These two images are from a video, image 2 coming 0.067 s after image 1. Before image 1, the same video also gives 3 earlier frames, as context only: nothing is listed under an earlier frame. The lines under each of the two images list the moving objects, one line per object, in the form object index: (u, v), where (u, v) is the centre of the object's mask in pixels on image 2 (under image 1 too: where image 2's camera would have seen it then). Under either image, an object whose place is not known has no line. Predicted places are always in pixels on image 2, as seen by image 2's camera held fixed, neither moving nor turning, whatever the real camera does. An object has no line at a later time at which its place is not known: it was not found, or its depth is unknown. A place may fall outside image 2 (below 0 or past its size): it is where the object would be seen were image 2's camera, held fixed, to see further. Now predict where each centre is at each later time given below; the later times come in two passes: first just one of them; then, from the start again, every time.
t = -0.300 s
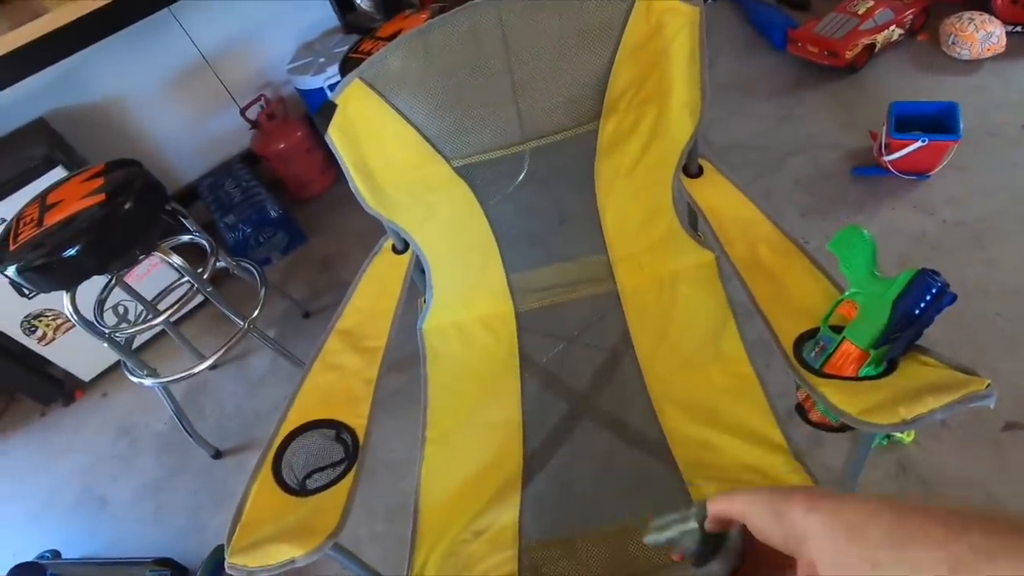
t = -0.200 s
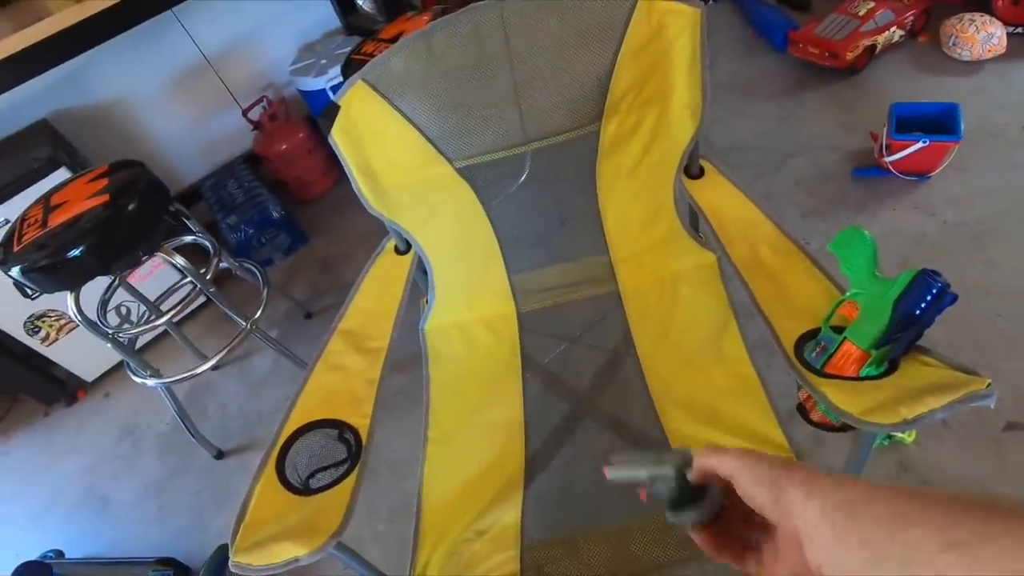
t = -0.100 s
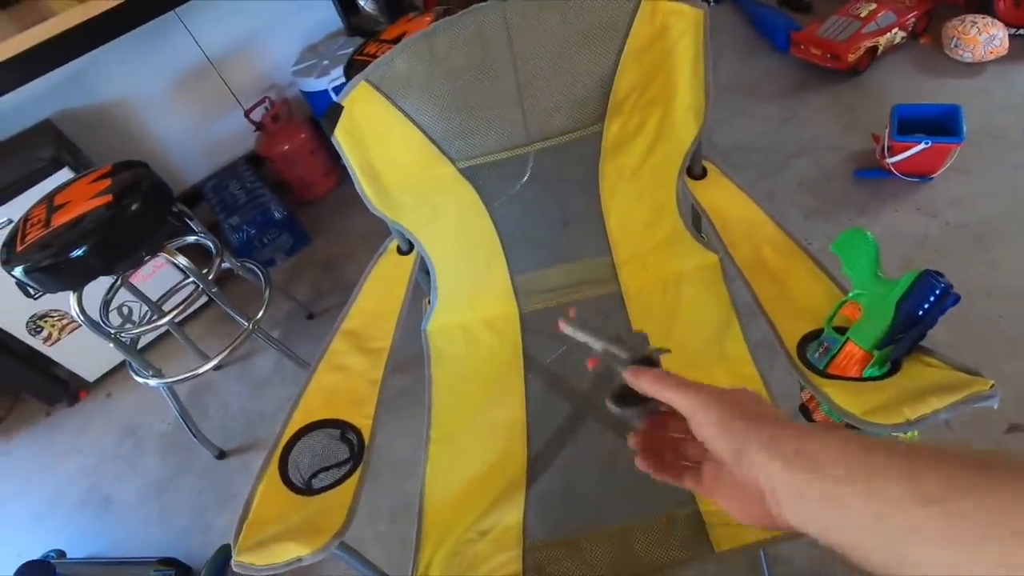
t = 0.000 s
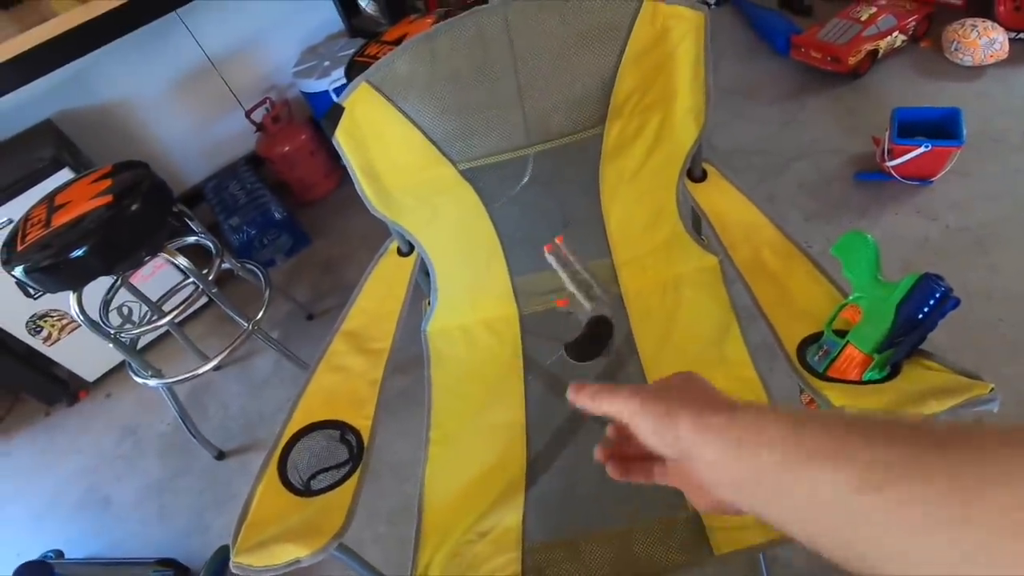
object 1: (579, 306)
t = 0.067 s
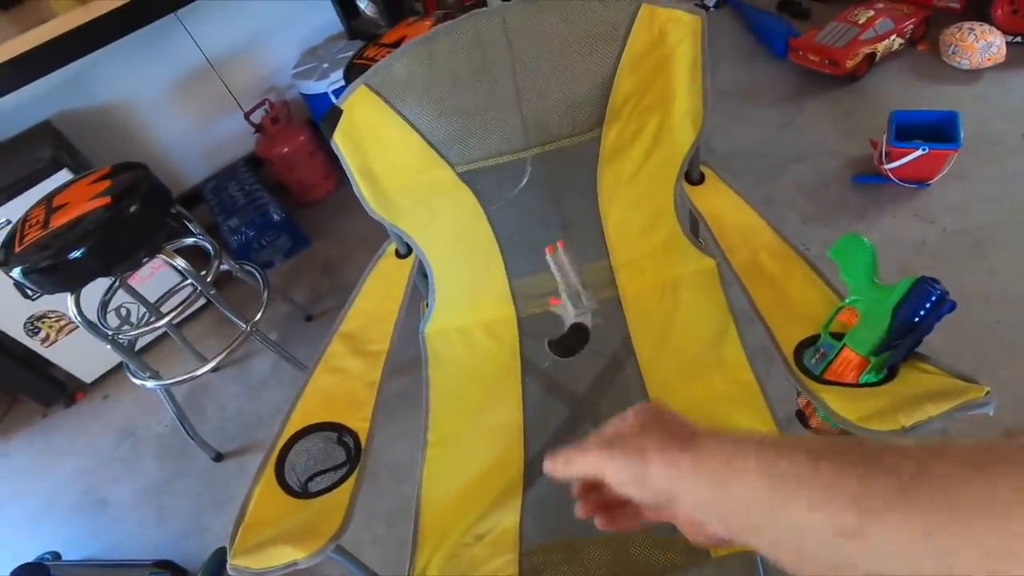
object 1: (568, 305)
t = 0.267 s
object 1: (596, 362)
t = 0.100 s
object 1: (566, 312)
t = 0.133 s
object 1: (566, 323)
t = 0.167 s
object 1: (567, 338)
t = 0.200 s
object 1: (570, 354)
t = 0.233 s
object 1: (577, 364)
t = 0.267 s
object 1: (596, 362)
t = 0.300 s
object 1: (612, 359)
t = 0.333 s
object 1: (622, 357)
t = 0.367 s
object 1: (631, 358)
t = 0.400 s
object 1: (638, 362)
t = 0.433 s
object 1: (641, 363)
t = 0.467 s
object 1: (640, 364)
